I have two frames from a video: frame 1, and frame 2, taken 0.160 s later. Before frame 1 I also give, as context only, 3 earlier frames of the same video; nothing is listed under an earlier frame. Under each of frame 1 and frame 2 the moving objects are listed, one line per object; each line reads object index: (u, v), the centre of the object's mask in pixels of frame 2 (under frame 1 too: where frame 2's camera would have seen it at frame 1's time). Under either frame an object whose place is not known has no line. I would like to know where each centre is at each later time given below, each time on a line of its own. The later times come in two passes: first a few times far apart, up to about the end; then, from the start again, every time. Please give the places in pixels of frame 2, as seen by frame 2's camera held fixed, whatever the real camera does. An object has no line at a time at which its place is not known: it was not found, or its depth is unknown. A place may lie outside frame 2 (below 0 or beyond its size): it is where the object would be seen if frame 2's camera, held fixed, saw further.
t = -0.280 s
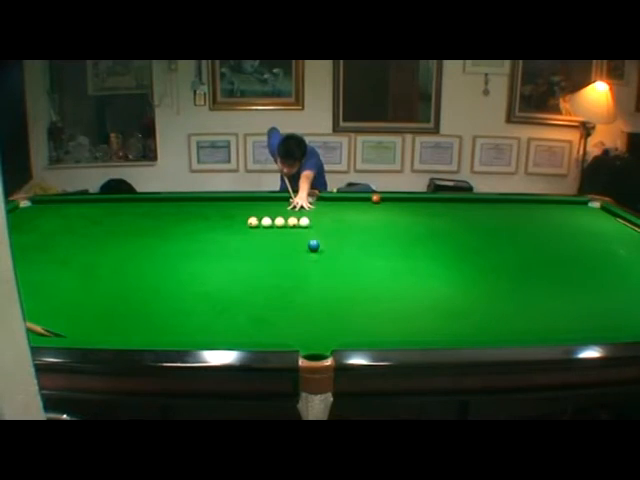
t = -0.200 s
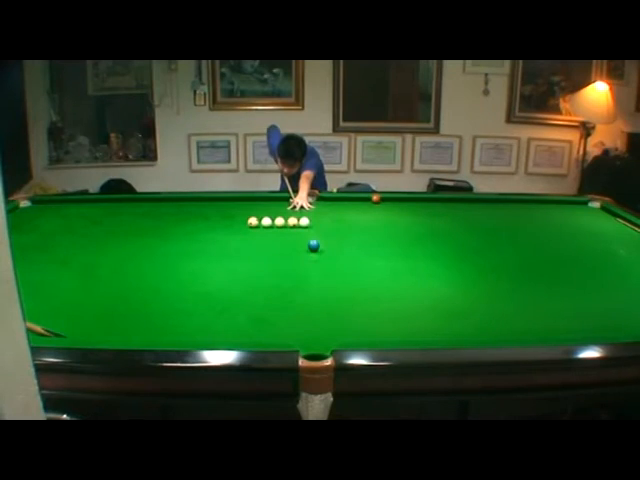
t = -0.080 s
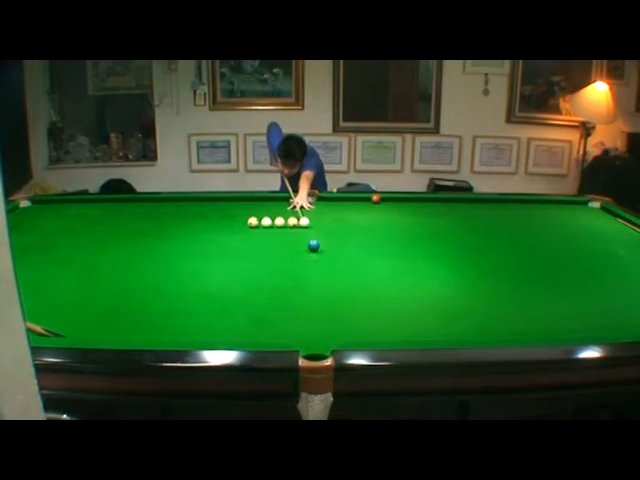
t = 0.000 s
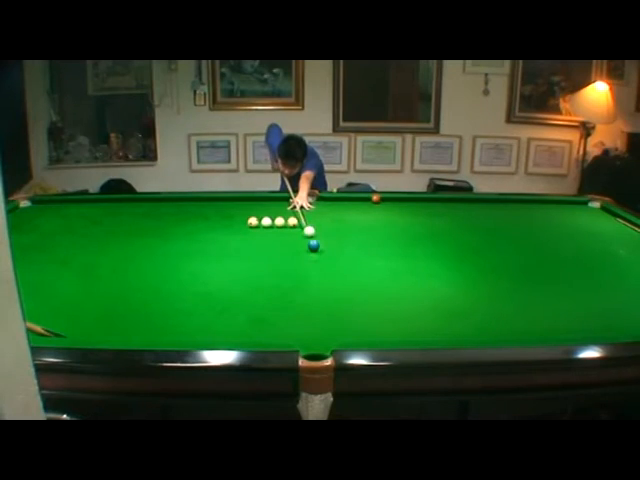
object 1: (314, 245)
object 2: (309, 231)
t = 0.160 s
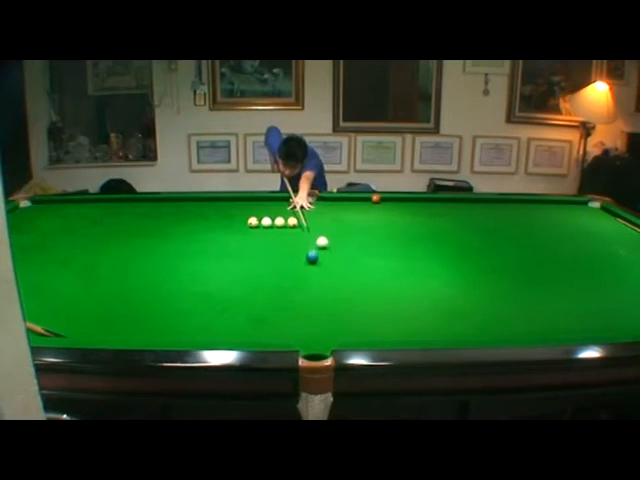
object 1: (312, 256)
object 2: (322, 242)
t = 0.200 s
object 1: (311, 262)
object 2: (325, 243)
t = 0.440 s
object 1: (308, 293)
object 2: (344, 248)
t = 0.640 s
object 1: (305, 325)
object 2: (358, 252)
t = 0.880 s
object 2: (375, 257)
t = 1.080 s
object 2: (390, 261)
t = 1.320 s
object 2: (406, 265)
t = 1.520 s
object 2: (419, 269)
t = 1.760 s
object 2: (433, 273)
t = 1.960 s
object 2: (444, 276)
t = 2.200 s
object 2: (457, 280)
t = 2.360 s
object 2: (463, 282)
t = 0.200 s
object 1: (311, 262)
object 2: (325, 243)
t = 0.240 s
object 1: (310, 267)
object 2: (328, 243)
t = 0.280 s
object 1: (310, 271)
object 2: (331, 244)
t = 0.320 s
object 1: (310, 276)
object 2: (334, 245)
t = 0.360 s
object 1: (309, 282)
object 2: (337, 246)
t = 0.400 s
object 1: (309, 287)
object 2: (340, 247)
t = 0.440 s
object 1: (308, 293)
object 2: (344, 248)
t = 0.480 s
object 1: (307, 299)
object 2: (346, 248)
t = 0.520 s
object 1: (306, 304)
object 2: (349, 249)
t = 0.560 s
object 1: (306, 311)
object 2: (352, 250)
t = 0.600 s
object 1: (305, 318)
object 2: (355, 251)
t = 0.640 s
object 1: (305, 325)
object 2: (358, 252)
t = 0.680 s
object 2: (361, 253)
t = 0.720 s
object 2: (363, 254)
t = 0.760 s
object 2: (366, 254)
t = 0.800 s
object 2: (369, 255)
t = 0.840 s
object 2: (372, 256)
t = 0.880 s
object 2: (375, 257)
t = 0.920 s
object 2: (378, 258)
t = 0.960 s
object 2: (381, 258)
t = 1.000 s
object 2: (384, 259)
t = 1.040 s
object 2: (387, 260)
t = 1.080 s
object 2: (390, 261)
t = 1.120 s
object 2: (392, 262)
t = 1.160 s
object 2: (395, 262)
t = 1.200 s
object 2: (398, 263)
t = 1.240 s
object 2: (401, 264)
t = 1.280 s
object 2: (404, 264)
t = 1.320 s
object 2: (406, 265)
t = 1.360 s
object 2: (409, 266)
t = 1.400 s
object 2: (411, 267)
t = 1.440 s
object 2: (414, 268)
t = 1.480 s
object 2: (416, 268)
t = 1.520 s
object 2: (419, 269)
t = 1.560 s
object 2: (421, 270)
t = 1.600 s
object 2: (424, 270)
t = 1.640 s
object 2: (426, 271)
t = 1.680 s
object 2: (428, 271)
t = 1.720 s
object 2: (431, 272)
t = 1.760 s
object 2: (433, 273)
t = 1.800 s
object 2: (435, 274)
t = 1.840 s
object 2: (437, 274)
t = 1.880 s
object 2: (439, 275)
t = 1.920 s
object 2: (442, 275)
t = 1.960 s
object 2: (444, 276)
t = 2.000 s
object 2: (446, 277)
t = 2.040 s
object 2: (448, 278)
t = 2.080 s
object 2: (450, 278)
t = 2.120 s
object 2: (453, 278)
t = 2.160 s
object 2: (455, 279)
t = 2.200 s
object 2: (457, 280)
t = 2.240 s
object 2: (458, 280)
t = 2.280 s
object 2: (460, 281)
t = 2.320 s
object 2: (462, 281)
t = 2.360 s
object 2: (463, 282)
